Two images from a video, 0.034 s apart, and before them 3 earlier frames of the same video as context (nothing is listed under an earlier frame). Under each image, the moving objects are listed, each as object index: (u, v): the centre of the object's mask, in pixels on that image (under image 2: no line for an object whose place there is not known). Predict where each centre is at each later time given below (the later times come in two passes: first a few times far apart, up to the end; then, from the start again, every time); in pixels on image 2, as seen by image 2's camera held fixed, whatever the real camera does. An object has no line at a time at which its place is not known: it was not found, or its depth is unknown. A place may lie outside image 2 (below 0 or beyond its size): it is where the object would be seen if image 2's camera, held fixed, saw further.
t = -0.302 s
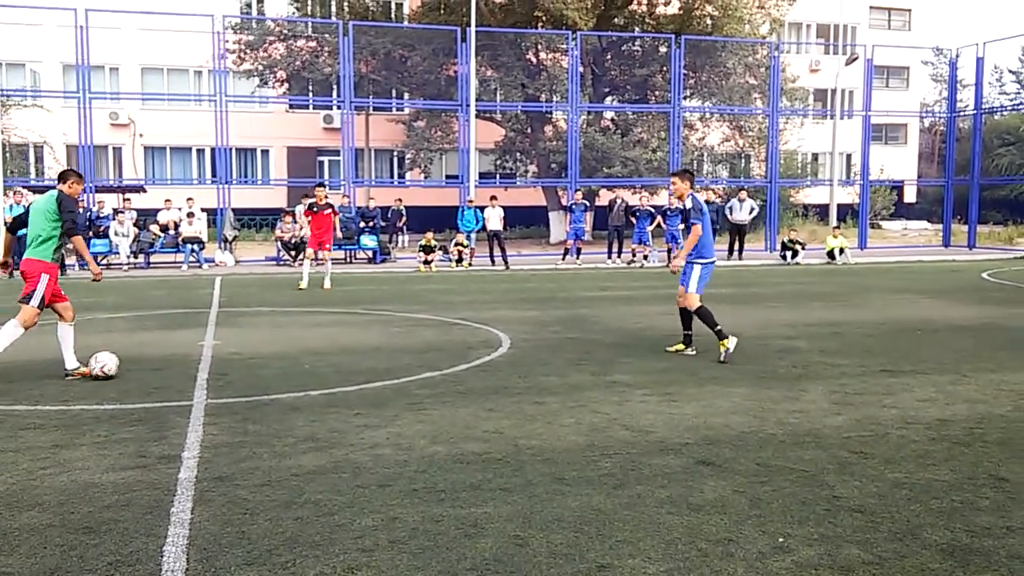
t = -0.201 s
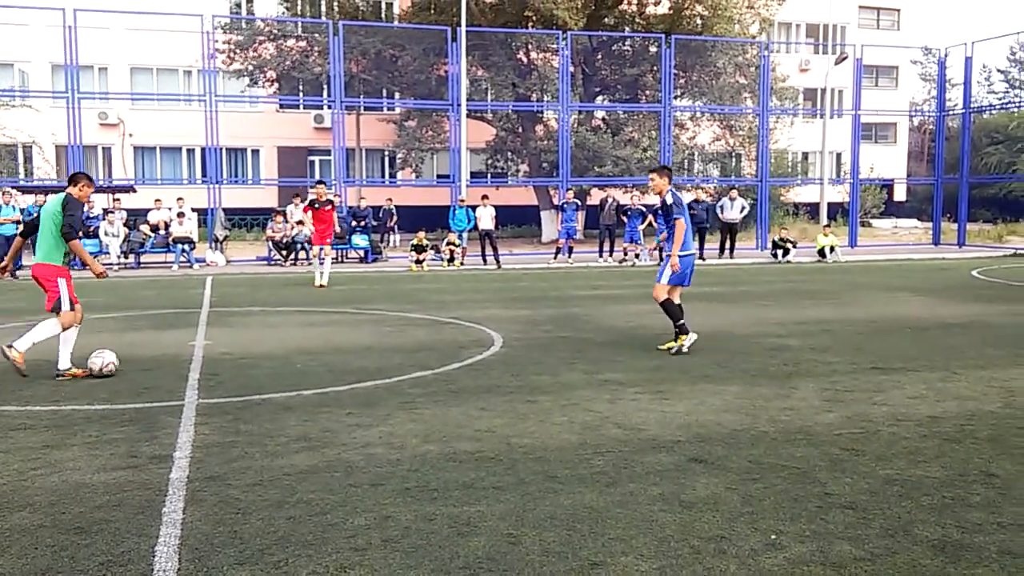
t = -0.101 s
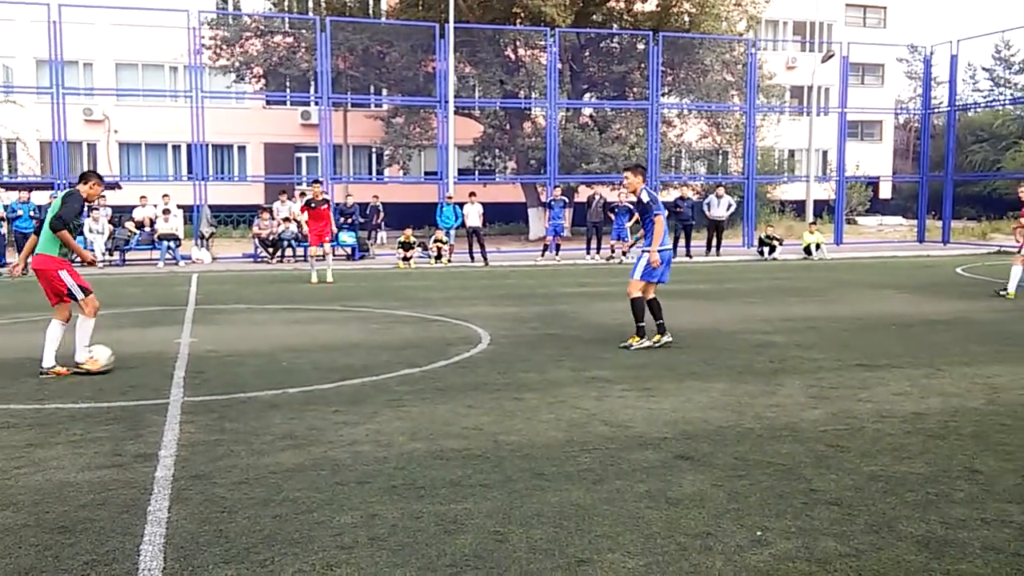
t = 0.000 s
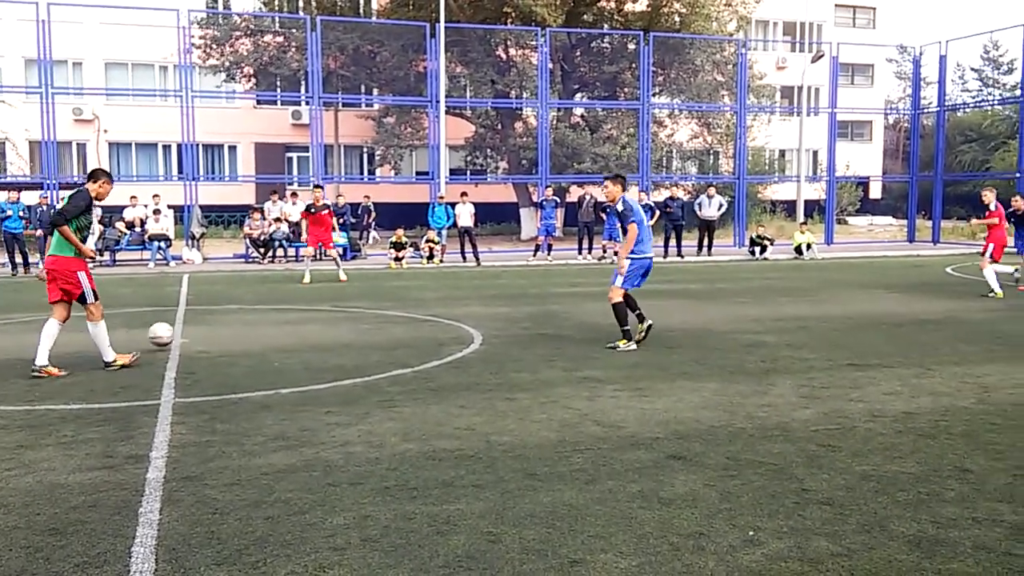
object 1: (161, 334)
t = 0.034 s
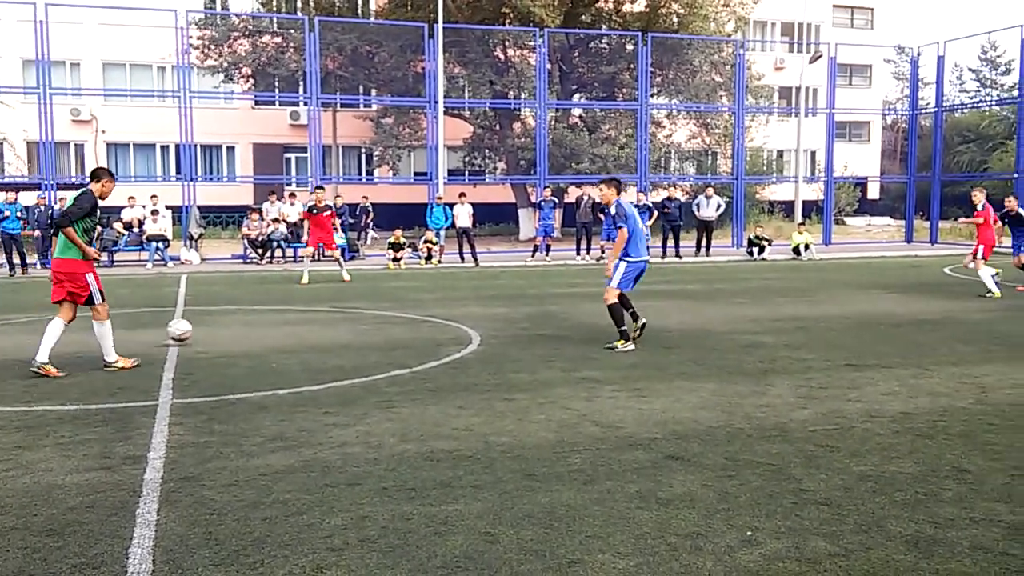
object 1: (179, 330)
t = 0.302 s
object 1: (286, 303)
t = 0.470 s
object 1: (324, 292)
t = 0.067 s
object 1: (197, 326)
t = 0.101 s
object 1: (215, 325)
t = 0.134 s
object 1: (230, 321)
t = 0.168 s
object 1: (243, 315)
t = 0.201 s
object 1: (255, 310)
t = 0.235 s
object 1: (266, 306)
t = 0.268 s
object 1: (277, 304)
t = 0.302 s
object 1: (286, 303)
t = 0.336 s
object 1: (296, 303)
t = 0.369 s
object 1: (304, 300)
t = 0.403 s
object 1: (311, 297)
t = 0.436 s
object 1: (317, 294)
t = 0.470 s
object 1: (324, 292)
